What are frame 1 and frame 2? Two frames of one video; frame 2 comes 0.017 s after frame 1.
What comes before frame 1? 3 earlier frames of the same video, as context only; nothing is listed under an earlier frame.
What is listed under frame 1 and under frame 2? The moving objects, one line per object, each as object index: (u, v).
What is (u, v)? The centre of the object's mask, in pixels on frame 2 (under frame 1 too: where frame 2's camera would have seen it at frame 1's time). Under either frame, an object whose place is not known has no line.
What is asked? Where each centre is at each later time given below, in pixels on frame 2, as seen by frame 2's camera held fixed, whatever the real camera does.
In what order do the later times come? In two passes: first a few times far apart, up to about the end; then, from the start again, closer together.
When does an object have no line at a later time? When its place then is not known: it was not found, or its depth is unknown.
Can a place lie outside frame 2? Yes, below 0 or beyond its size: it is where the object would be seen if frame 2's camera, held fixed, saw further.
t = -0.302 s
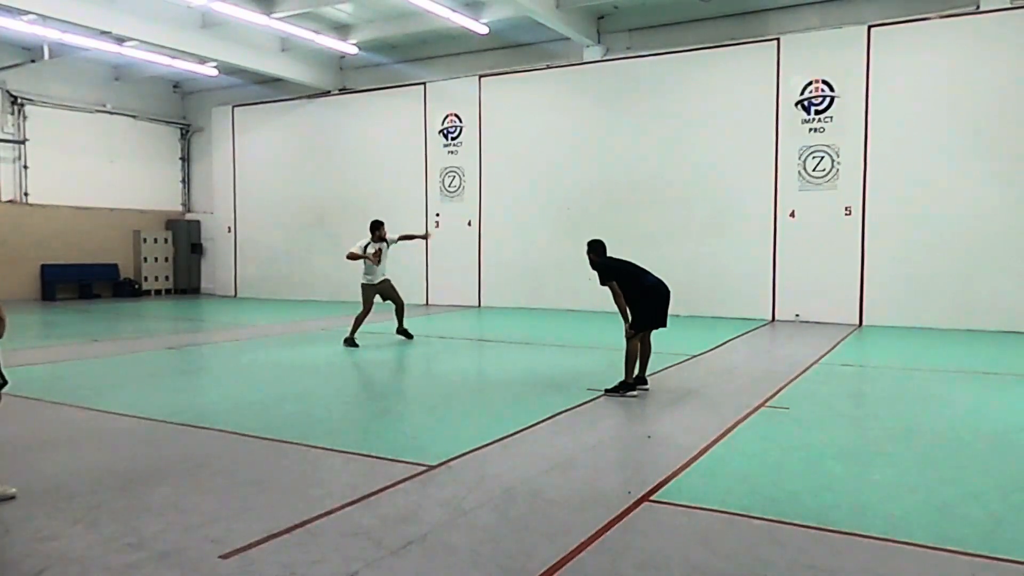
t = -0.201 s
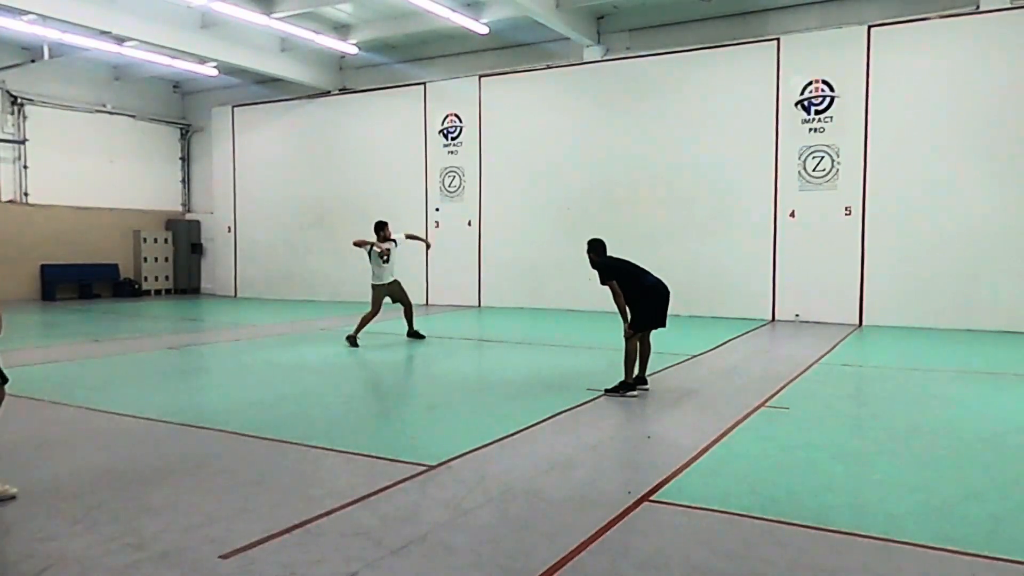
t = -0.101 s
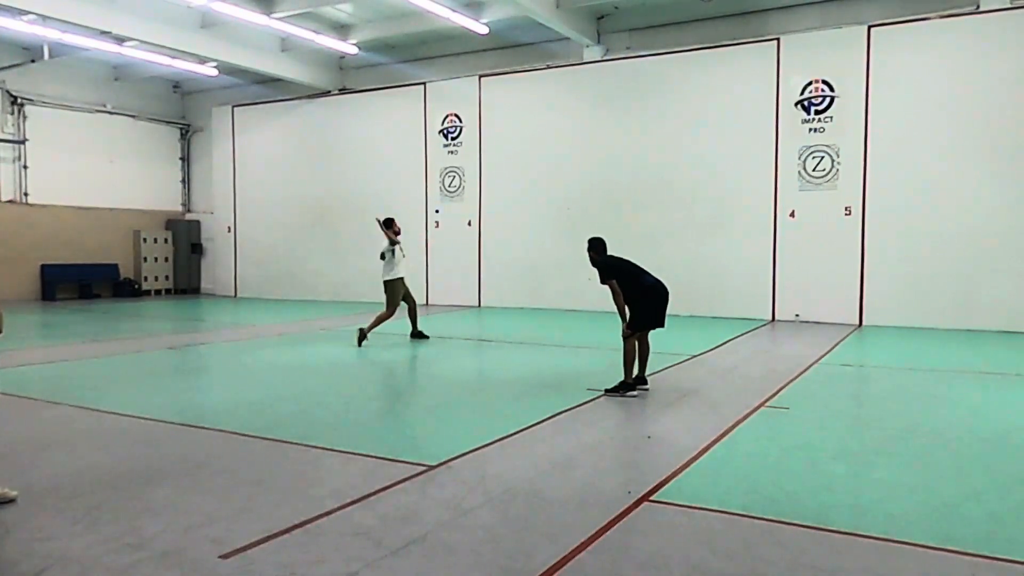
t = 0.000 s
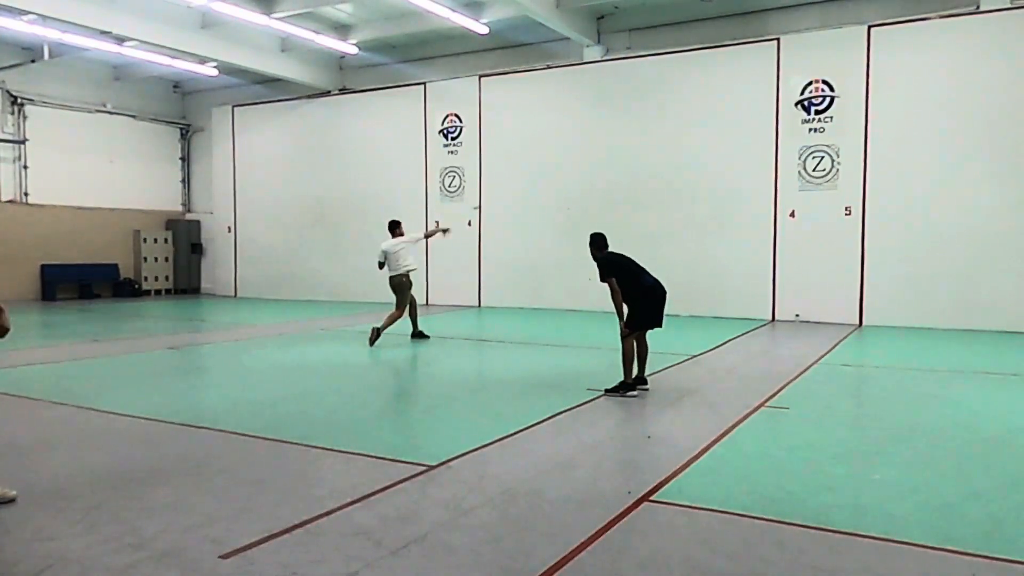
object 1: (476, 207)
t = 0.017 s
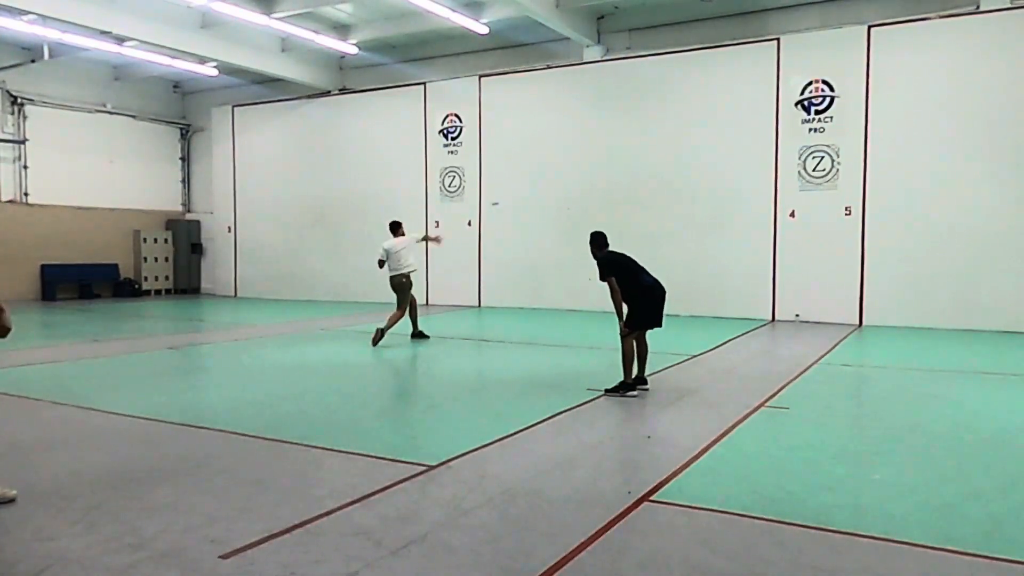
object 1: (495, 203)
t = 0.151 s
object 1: (607, 183)
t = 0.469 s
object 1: (573, 169)
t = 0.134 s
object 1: (596, 184)
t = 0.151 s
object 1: (607, 183)
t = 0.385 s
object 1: (591, 168)
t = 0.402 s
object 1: (587, 168)
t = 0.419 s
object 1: (584, 169)
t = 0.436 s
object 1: (581, 168)
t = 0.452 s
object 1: (576, 169)
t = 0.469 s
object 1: (573, 169)
